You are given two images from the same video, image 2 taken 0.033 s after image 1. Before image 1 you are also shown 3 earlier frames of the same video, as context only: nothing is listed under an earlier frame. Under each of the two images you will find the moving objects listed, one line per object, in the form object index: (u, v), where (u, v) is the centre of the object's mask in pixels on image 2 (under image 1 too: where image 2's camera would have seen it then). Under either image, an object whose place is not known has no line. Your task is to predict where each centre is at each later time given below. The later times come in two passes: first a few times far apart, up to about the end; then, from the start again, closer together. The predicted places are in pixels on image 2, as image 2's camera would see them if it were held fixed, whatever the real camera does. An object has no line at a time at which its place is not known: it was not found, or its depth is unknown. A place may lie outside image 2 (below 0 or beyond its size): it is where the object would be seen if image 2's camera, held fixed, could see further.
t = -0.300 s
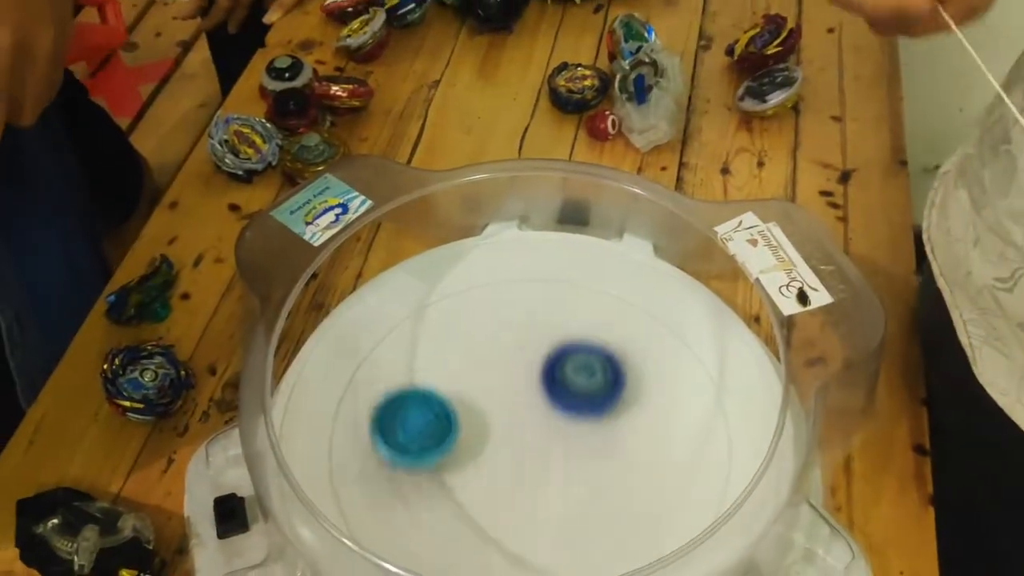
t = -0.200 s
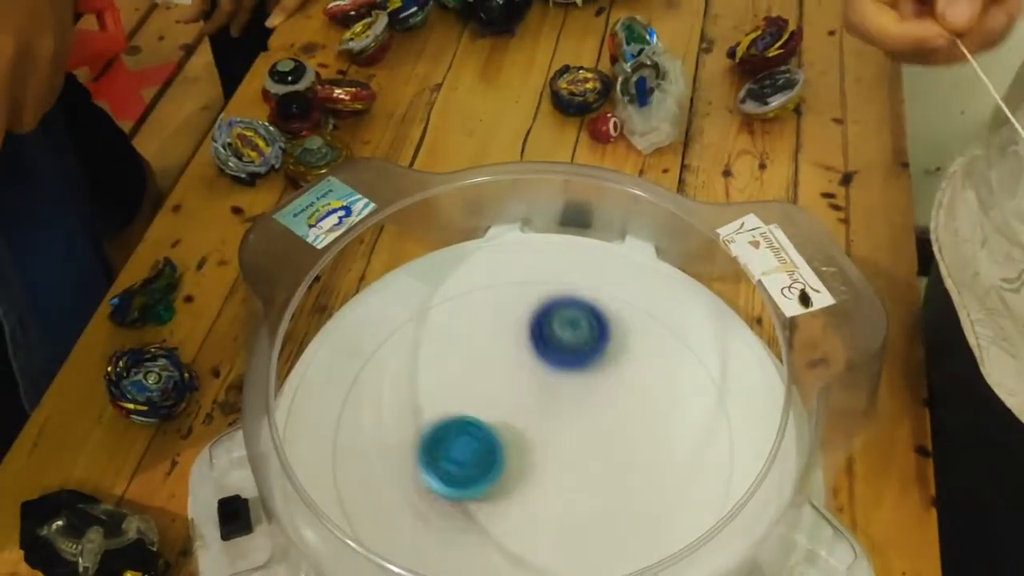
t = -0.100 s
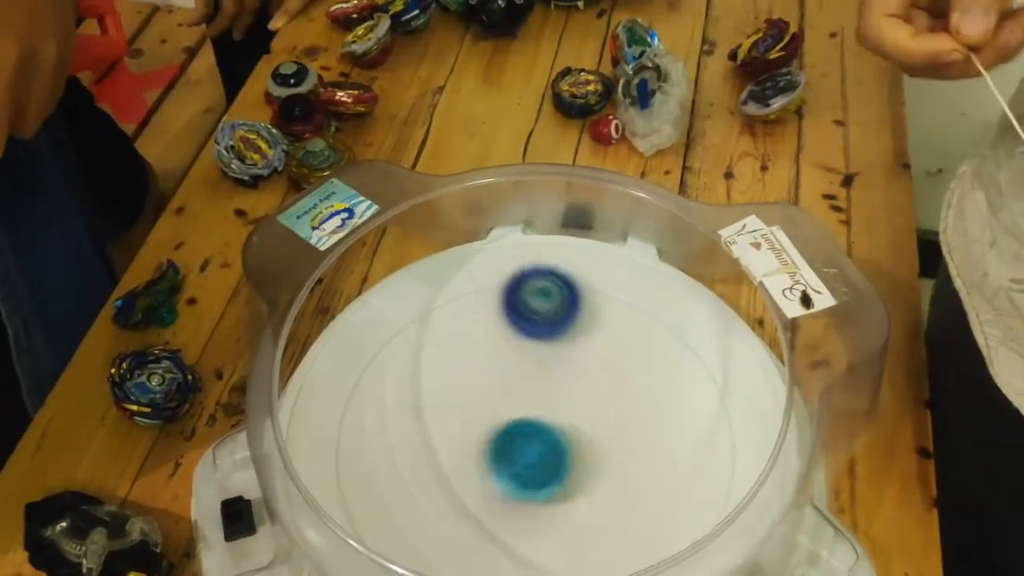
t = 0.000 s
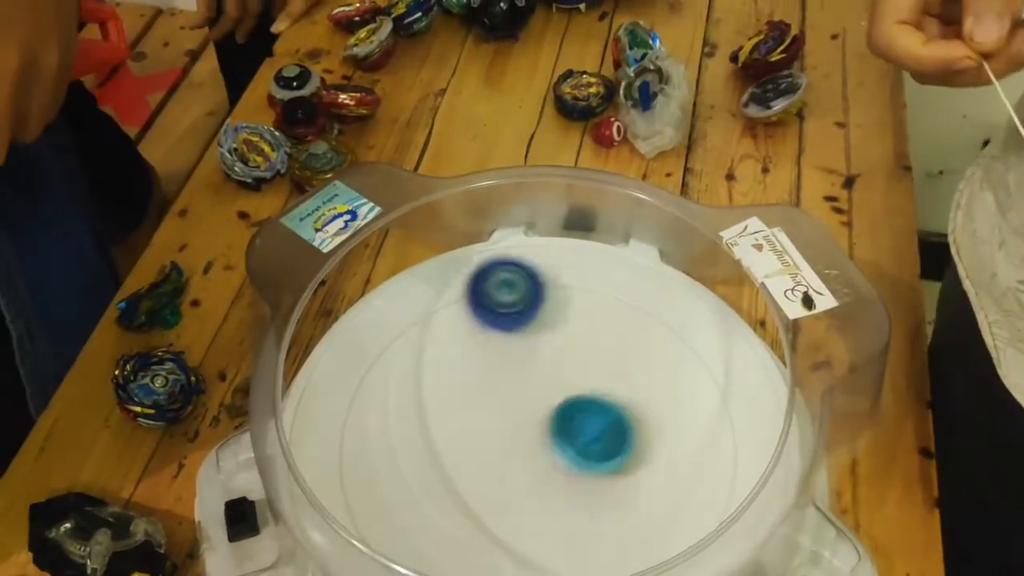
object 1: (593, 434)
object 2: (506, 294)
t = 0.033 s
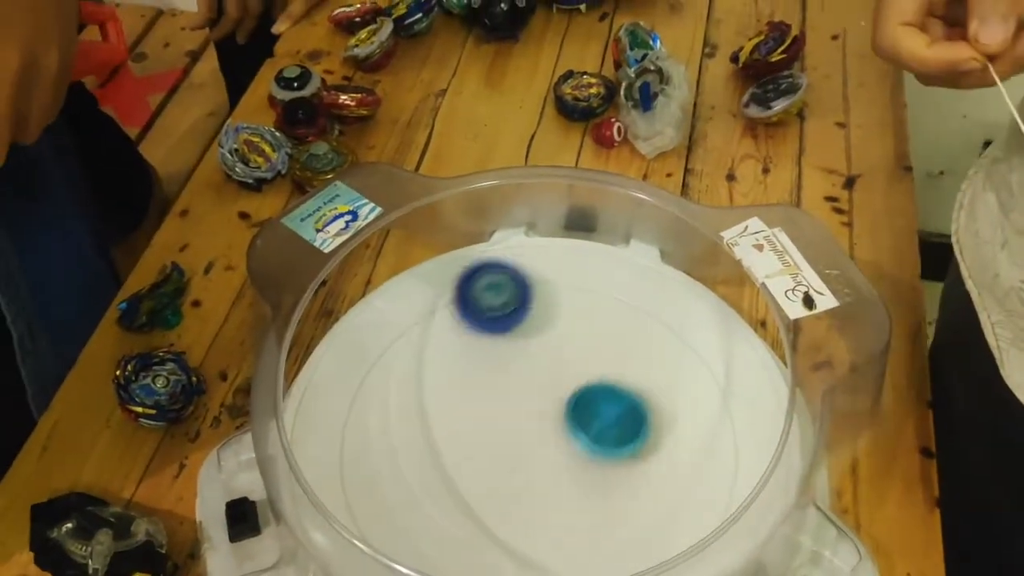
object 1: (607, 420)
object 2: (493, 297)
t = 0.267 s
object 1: (612, 321)
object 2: (456, 396)
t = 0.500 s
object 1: (497, 343)
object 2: (576, 463)
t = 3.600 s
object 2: (558, 326)
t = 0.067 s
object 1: (619, 405)
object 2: (481, 302)
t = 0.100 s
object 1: (626, 389)
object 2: (471, 312)
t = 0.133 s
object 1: (631, 374)
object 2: (463, 325)
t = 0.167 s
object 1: (632, 358)
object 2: (456, 340)
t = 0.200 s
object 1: (629, 344)
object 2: (452, 358)
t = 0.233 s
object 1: (622, 331)
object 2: (452, 378)
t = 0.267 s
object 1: (612, 321)
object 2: (456, 396)
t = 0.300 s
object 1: (599, 313)
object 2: (465, 413)
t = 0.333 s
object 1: (583, 309)
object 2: (478, 429)
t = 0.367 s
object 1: (565, 309)
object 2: (494, 442)
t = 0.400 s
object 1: (547, 312)
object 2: (513, 453)
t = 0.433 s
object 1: (530, 319)
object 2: (533, 460)
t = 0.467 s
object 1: (512, 330)
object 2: (554, 463)
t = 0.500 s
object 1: (497, 343)
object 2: (576, 463)
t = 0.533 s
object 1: (486, 357)
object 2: (599, 460)
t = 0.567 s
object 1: (478, 374)
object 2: (619, 453)
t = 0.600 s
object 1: (474, 391)
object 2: (636, 443)
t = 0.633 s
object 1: (475, 410)
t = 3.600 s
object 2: (558, 326)
